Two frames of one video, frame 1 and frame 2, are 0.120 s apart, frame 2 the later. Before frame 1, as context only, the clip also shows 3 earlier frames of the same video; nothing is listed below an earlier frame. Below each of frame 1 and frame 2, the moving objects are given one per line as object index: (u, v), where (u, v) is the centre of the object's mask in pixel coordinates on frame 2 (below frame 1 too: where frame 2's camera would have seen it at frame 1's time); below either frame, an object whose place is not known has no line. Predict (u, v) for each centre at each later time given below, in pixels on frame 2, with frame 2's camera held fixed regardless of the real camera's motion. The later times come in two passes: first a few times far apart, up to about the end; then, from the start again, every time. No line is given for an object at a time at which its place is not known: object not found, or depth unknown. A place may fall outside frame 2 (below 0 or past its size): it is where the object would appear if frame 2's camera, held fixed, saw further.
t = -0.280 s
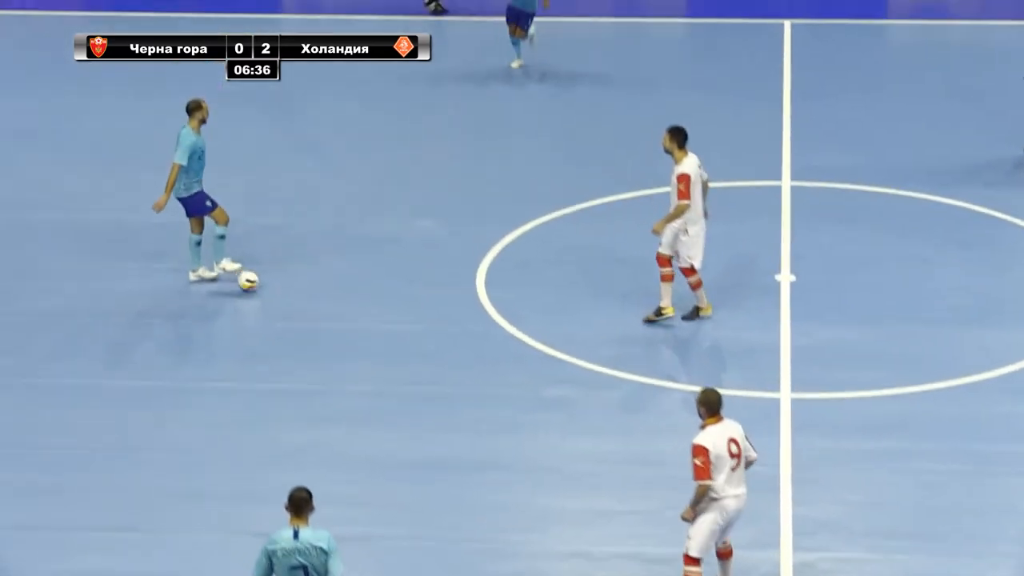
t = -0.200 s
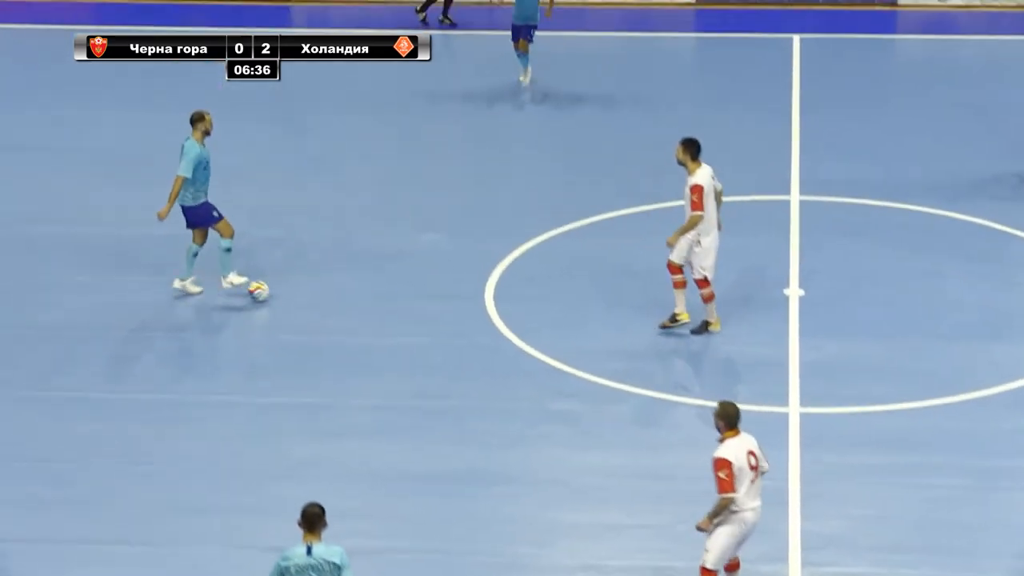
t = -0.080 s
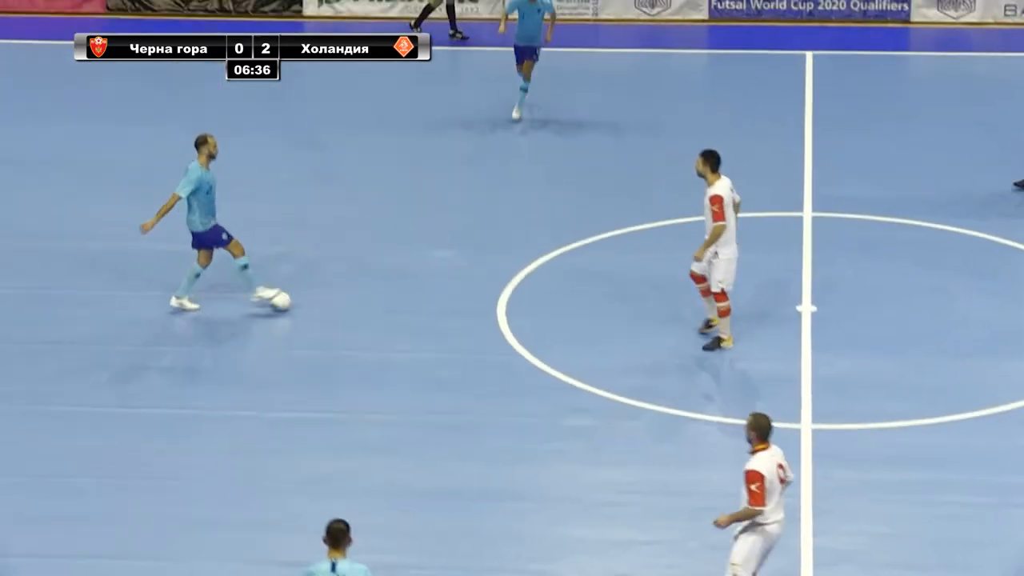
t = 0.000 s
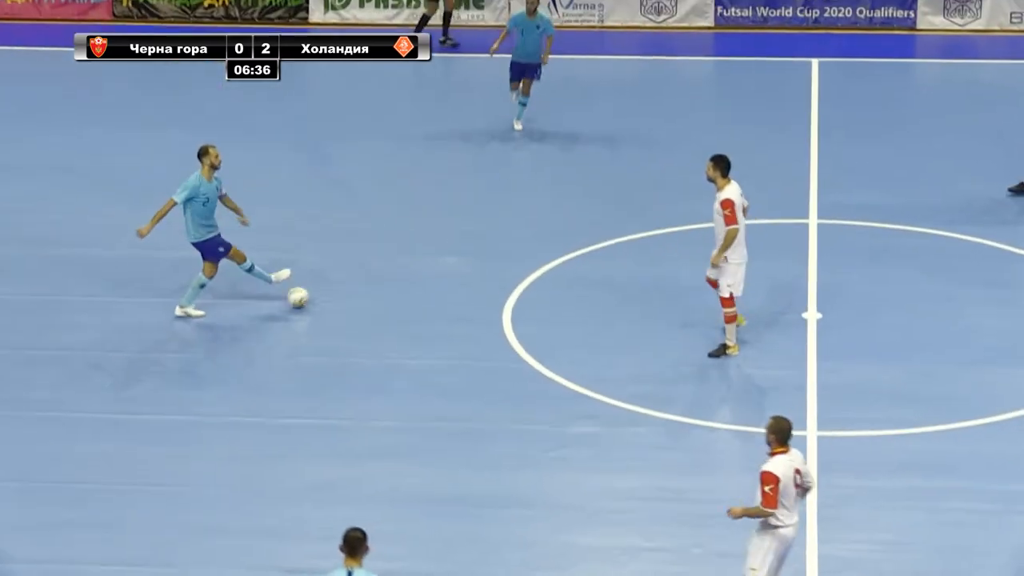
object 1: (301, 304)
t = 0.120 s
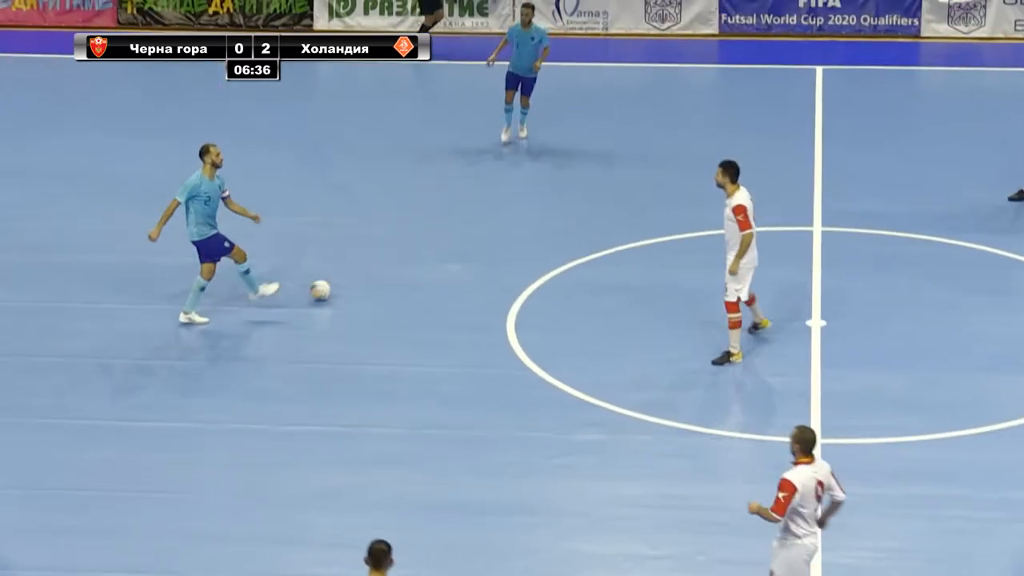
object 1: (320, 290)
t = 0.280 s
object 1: (343, 272)
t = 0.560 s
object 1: (382, 244)
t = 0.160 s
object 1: (326, 286)
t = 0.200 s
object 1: (332, 281)
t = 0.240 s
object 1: (338, 277)
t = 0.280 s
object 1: (343, 272)
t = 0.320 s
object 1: (349, 268)
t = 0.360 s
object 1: (355, 264)
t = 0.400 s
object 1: (360, 260)
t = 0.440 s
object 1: (365, 255)
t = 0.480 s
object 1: (371, 252)
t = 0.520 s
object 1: (376, 248)
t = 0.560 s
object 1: (382, 244)
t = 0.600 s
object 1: (387, 240)
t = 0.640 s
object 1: (391, 236)
